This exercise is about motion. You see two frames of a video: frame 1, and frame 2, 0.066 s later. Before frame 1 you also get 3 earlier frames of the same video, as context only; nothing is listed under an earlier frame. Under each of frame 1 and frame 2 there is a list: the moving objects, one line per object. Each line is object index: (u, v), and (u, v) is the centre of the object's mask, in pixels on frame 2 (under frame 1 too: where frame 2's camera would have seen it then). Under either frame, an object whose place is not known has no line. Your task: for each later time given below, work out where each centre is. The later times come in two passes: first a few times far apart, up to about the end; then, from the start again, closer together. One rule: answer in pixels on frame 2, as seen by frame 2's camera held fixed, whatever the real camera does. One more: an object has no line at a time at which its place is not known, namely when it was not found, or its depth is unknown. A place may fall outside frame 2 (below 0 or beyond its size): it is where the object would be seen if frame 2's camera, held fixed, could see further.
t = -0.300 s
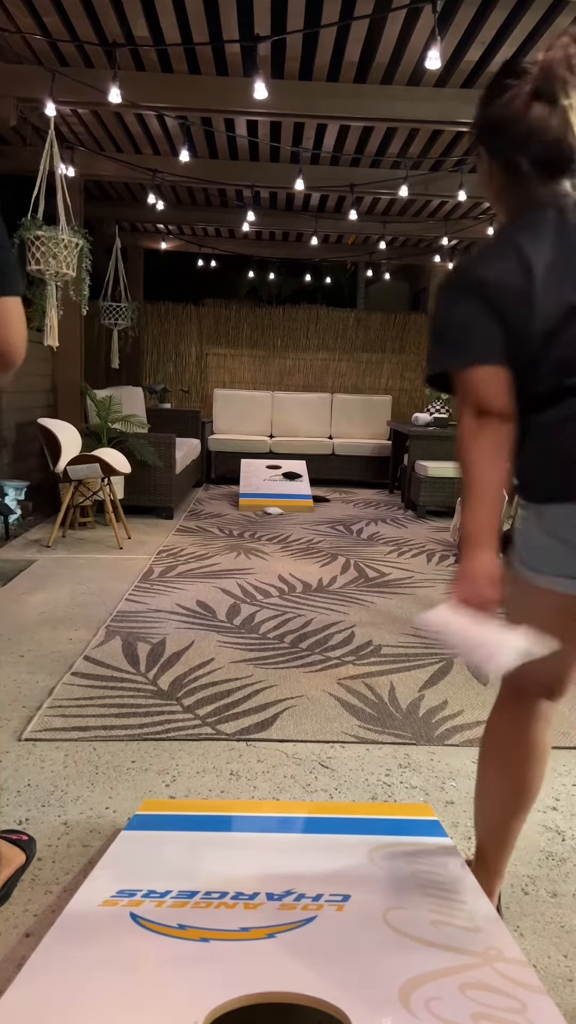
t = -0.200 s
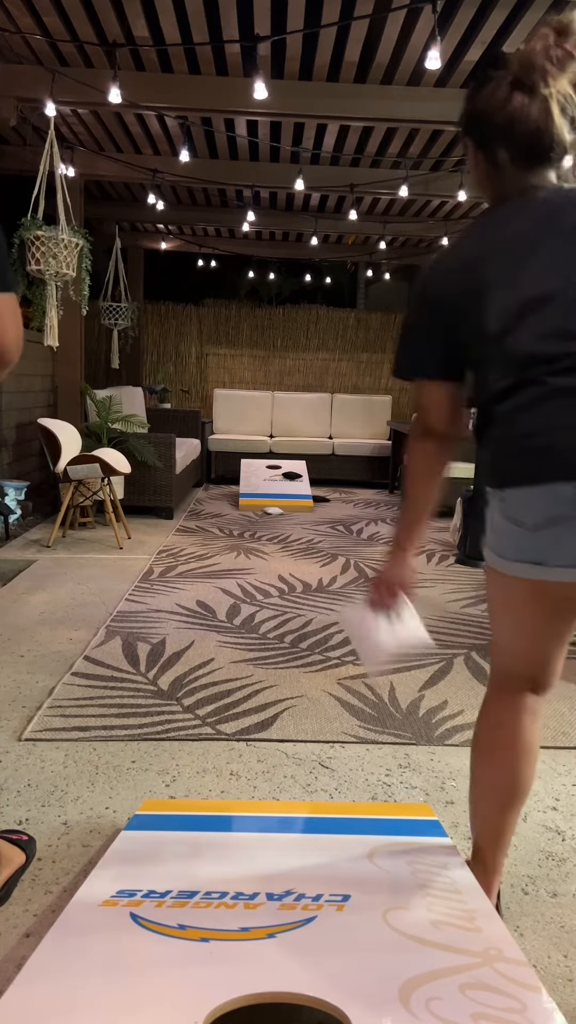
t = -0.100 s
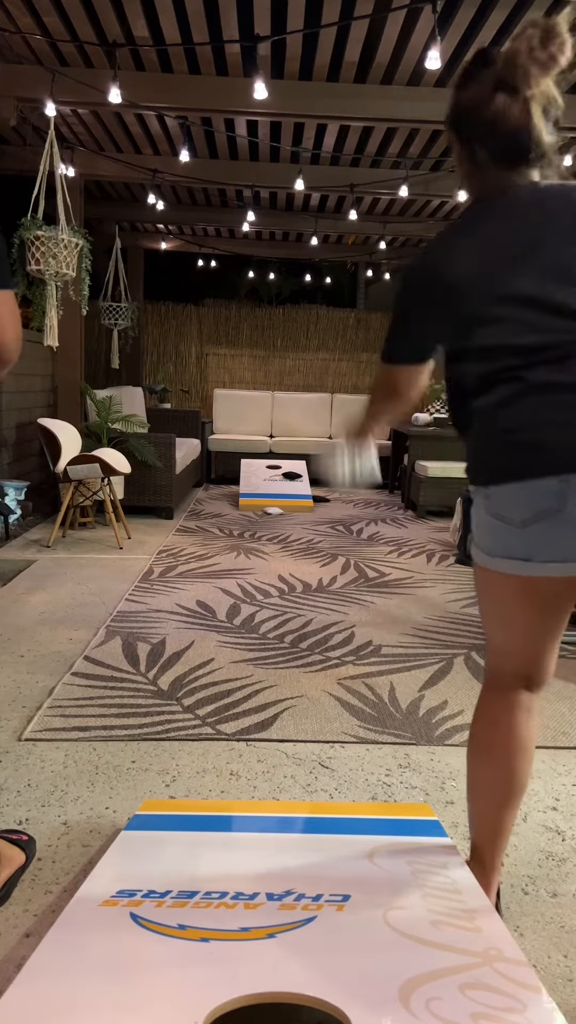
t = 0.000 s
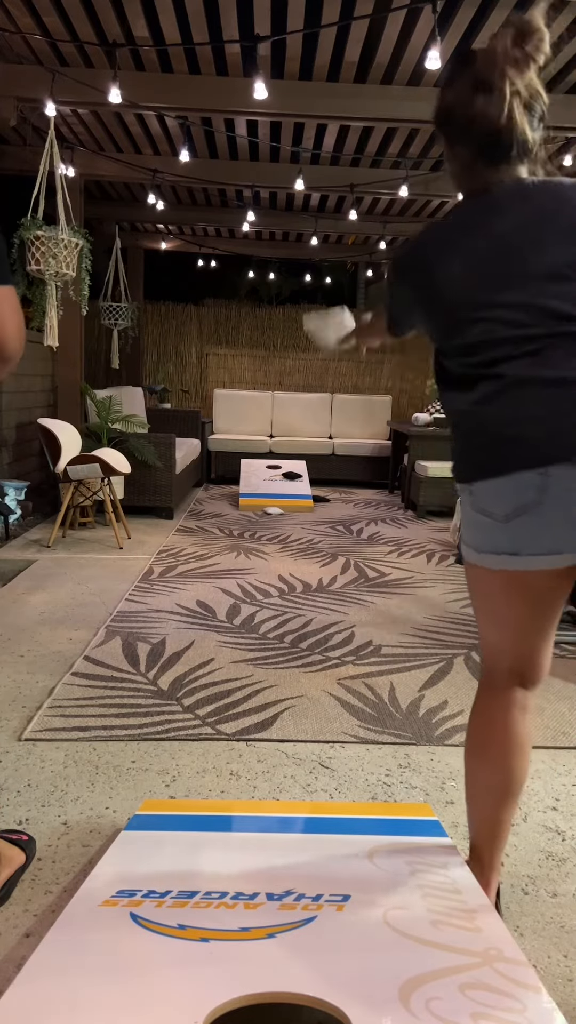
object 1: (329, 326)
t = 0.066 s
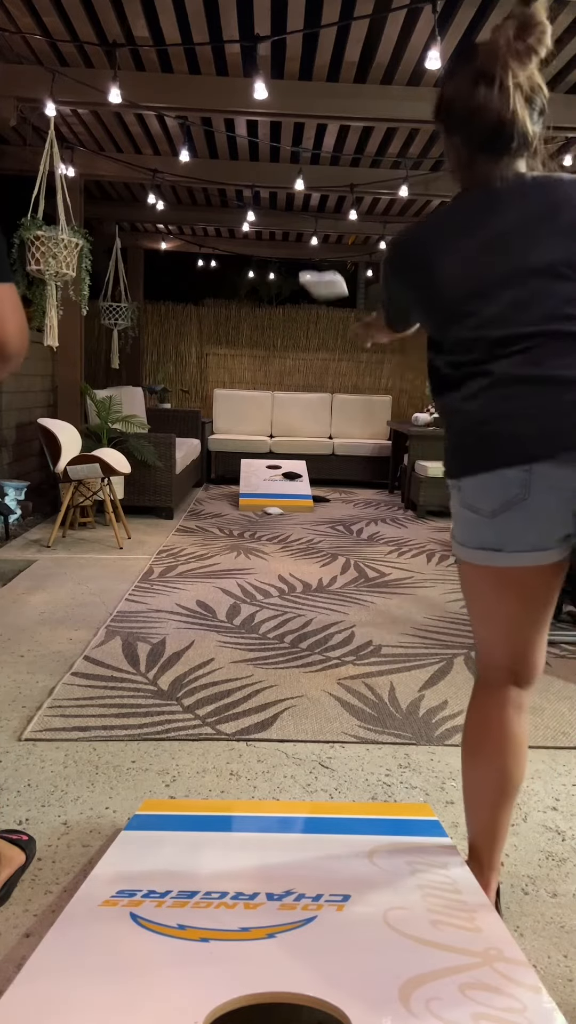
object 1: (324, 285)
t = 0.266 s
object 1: (306, 250)
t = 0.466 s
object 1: (293, 298)
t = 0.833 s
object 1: (279, 460)
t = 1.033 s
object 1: (281, 459)
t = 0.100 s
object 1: (320, 270)
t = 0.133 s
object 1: (317, 260)
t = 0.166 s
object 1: (313, 252)
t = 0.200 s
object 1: (311, 249)
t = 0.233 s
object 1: (309, 248)
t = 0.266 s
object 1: (306, 250)
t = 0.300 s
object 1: (303, 255)
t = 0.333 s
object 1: (300, 262)
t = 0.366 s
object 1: (298, 269)
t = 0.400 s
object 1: (296, 277)
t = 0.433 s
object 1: (294, 287)
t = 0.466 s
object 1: (293, 298)
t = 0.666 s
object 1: (284, 380)
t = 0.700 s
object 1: (283, 389)
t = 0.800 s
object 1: (280, 447)
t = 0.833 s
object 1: (279, 460)
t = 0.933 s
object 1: (280, 465)
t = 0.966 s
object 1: (280, 463)
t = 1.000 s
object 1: (280, 461)
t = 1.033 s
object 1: (281, 459)
